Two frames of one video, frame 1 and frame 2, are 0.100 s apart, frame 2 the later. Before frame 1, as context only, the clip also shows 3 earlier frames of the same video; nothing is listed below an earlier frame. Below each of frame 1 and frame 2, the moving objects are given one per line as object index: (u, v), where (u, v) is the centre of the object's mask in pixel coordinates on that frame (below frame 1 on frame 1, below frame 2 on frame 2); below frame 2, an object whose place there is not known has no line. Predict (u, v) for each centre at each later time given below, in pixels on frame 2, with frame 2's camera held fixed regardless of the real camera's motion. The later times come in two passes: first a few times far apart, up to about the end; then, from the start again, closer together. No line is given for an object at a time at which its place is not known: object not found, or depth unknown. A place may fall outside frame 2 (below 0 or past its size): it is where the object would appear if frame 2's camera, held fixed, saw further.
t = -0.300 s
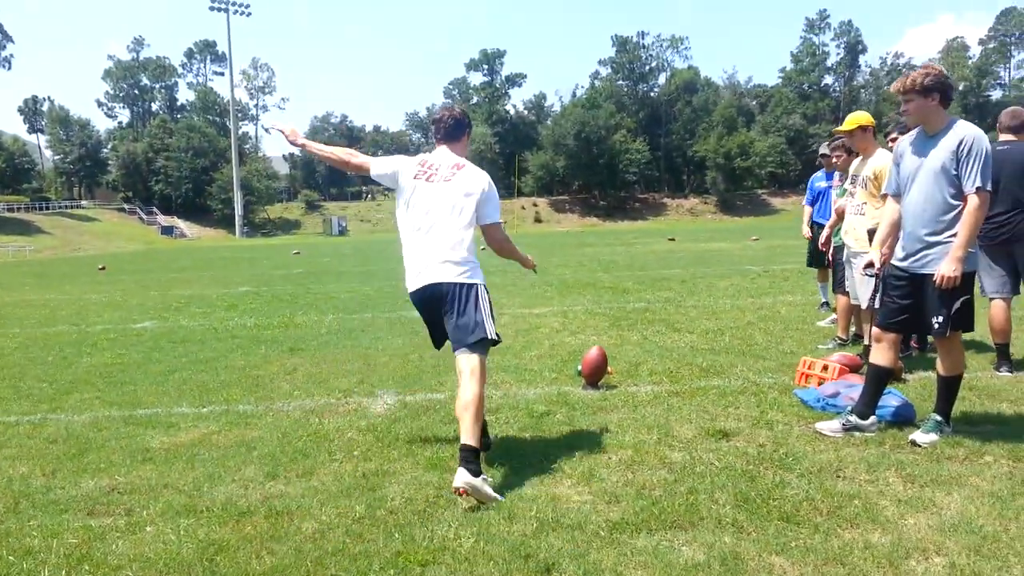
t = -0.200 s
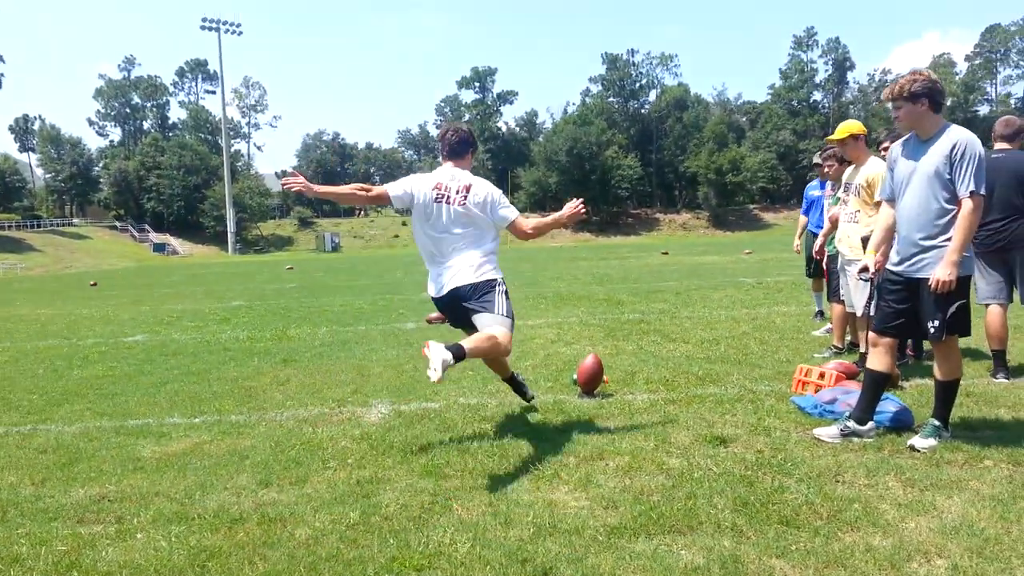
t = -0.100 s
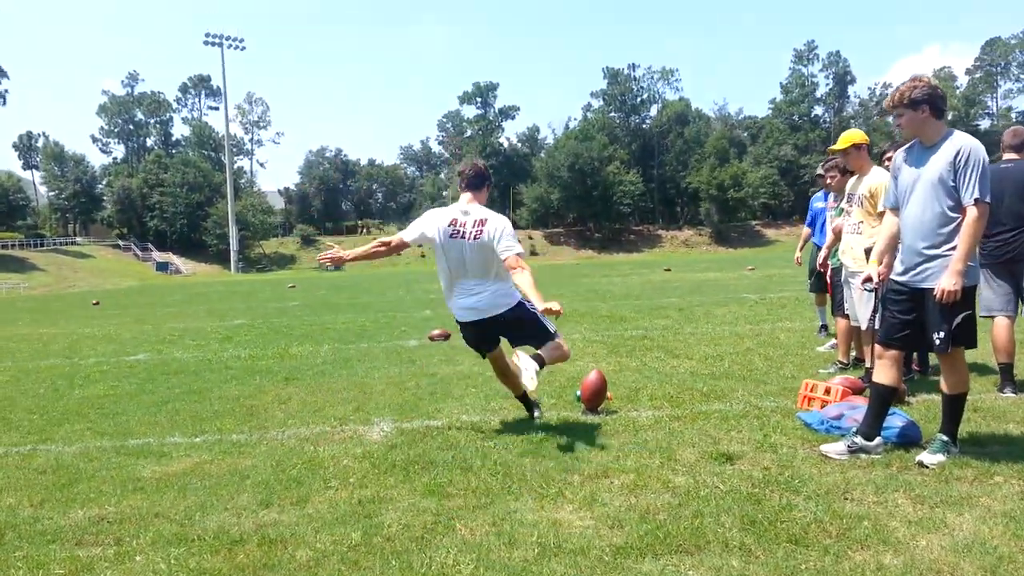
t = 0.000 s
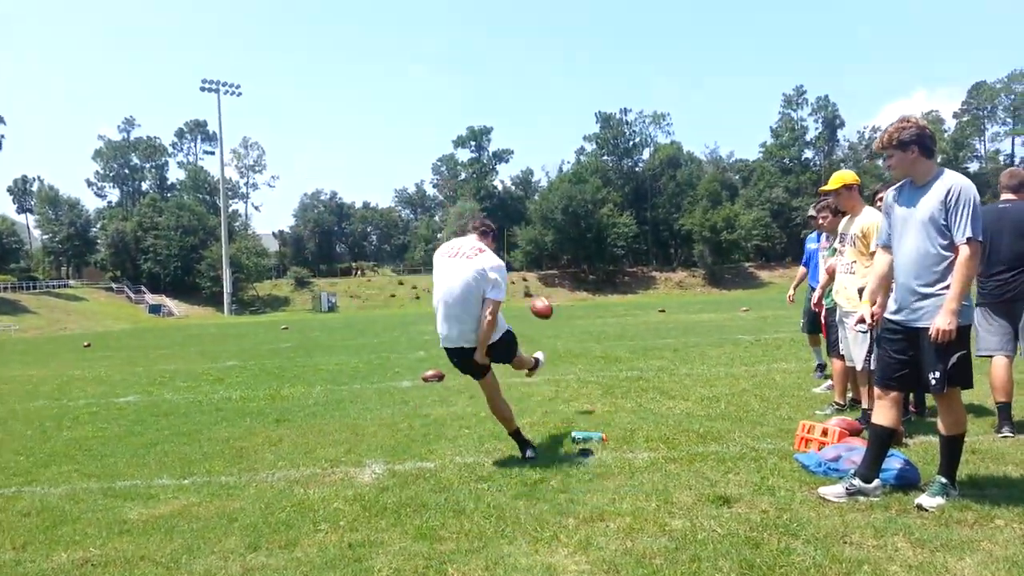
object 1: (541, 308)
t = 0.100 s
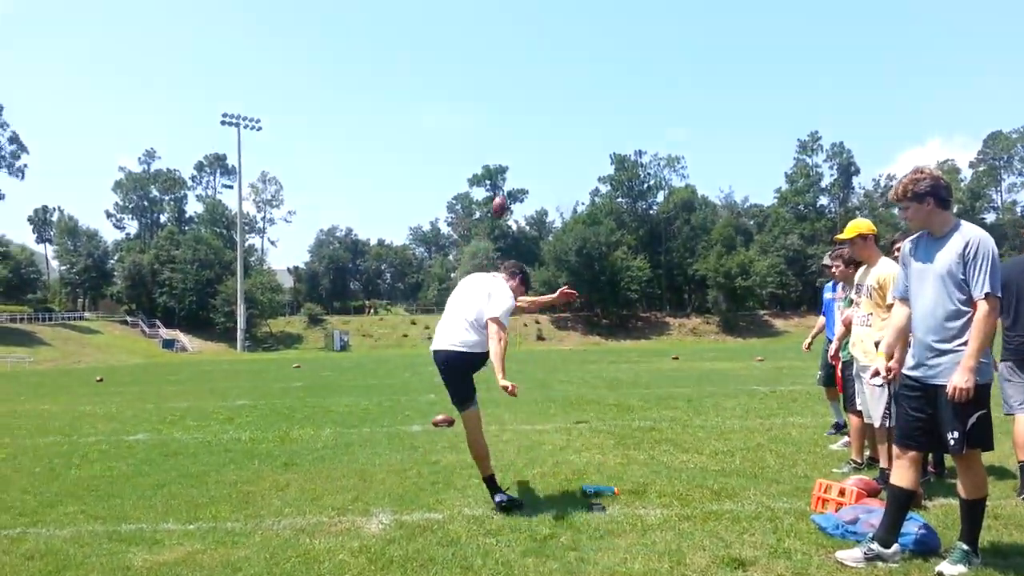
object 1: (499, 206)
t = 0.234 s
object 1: (462, 117)
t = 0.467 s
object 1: (436, 54)
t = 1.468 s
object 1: (410, 37)
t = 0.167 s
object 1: (480, 156)
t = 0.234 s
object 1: (462, 117)
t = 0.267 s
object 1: (456, 104)
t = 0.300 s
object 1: (451, 93)
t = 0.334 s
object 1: (447, 82)
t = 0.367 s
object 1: (443, 74)
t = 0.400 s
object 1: (440, 66)
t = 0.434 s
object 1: (439, 59)
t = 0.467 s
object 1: (436, 54)
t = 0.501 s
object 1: (433, 49)
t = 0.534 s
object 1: (430, 43)
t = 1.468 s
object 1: (410, 37)
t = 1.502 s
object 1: (410, 37)
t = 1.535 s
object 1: (409, 39)
